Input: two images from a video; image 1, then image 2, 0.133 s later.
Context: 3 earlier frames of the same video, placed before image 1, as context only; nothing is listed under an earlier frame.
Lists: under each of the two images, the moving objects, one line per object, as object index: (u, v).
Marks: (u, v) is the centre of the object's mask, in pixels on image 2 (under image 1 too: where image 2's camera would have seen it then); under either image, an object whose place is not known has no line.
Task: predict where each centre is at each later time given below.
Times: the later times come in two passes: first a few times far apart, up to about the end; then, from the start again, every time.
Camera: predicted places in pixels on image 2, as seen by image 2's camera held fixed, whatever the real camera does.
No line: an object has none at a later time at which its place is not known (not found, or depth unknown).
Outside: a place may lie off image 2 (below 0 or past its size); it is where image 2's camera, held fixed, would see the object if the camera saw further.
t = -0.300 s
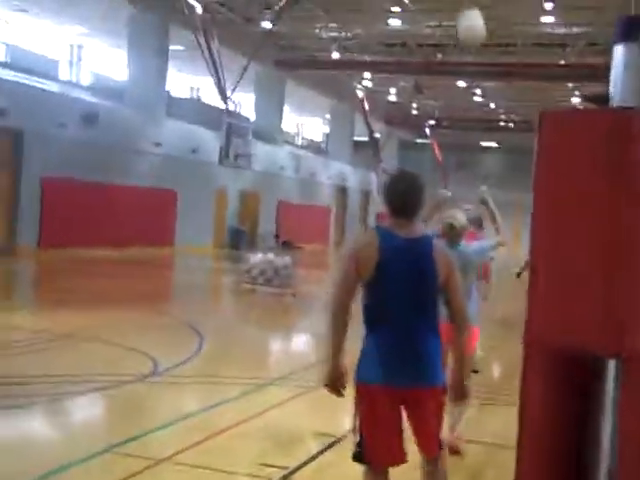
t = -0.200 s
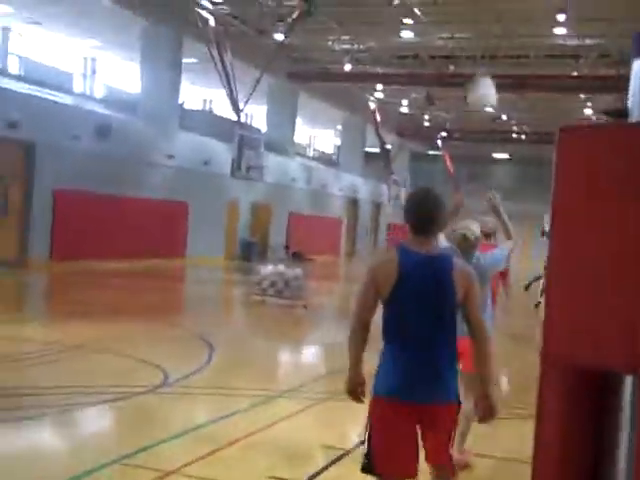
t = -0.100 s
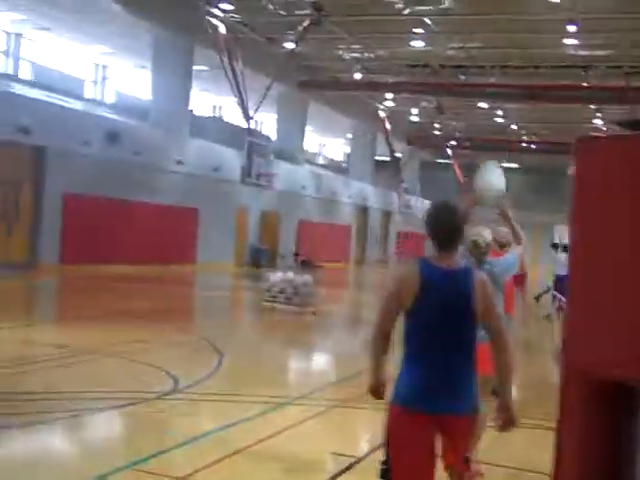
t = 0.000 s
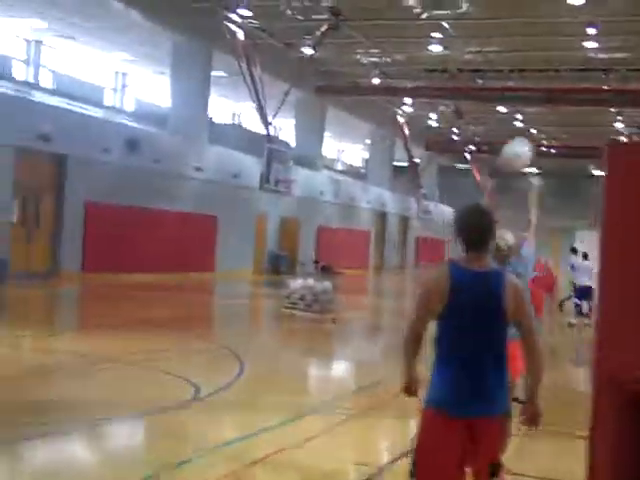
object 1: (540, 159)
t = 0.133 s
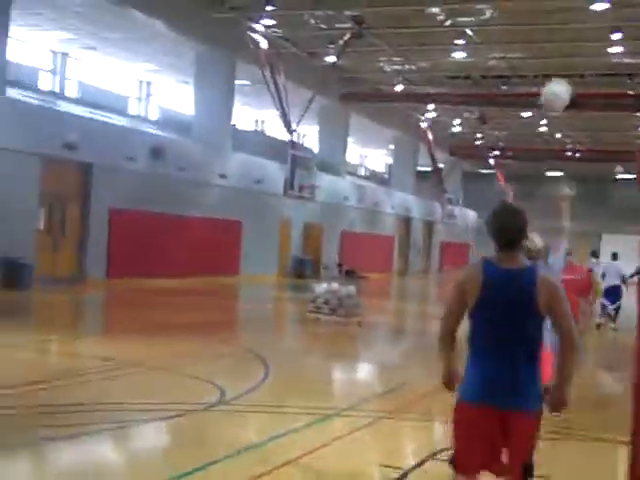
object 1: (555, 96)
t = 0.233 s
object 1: (566, 62)
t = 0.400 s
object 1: (576, 43)
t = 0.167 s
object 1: (559, 83)
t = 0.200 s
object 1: (563, 71)
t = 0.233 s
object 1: (566, 62)
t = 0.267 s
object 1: (567, 57)
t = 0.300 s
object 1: (569, 52)
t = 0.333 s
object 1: (571, 48)
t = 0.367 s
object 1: (574, 45)
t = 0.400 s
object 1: (576, 43)
